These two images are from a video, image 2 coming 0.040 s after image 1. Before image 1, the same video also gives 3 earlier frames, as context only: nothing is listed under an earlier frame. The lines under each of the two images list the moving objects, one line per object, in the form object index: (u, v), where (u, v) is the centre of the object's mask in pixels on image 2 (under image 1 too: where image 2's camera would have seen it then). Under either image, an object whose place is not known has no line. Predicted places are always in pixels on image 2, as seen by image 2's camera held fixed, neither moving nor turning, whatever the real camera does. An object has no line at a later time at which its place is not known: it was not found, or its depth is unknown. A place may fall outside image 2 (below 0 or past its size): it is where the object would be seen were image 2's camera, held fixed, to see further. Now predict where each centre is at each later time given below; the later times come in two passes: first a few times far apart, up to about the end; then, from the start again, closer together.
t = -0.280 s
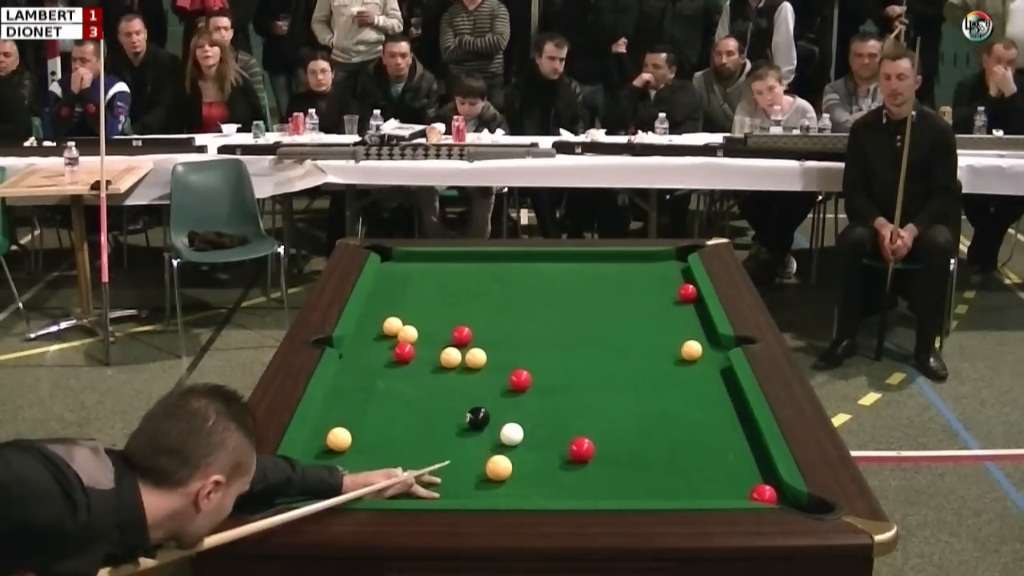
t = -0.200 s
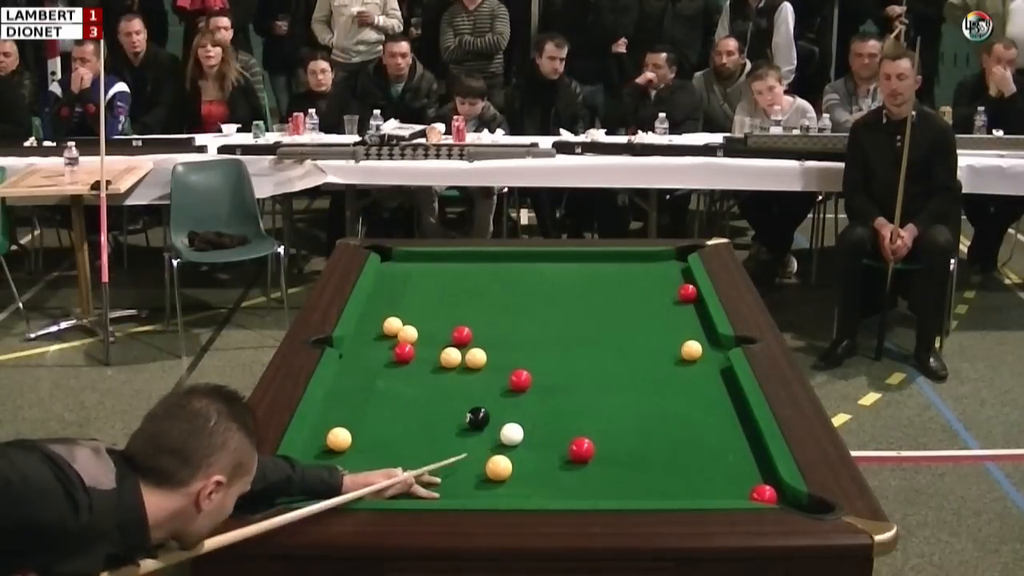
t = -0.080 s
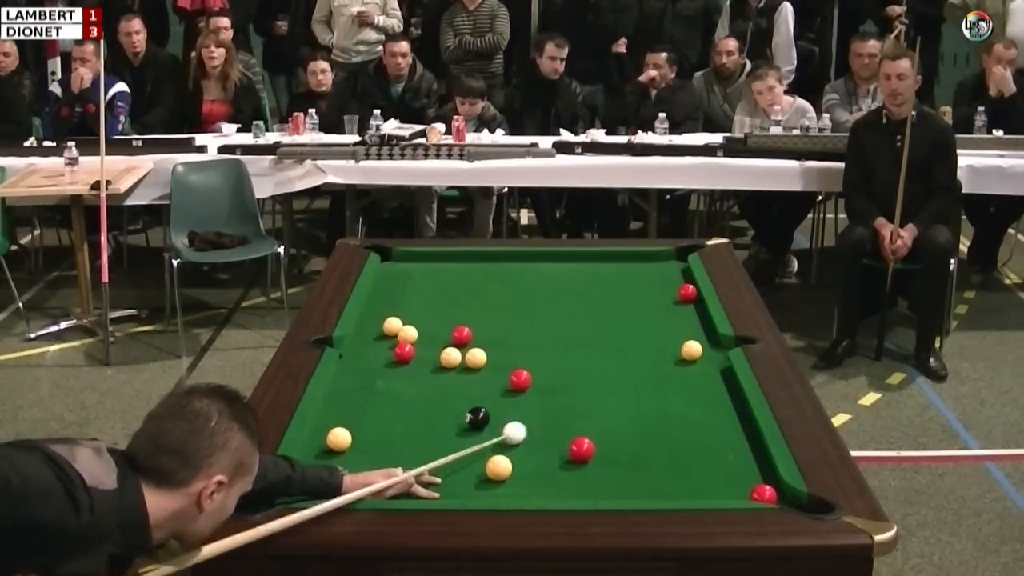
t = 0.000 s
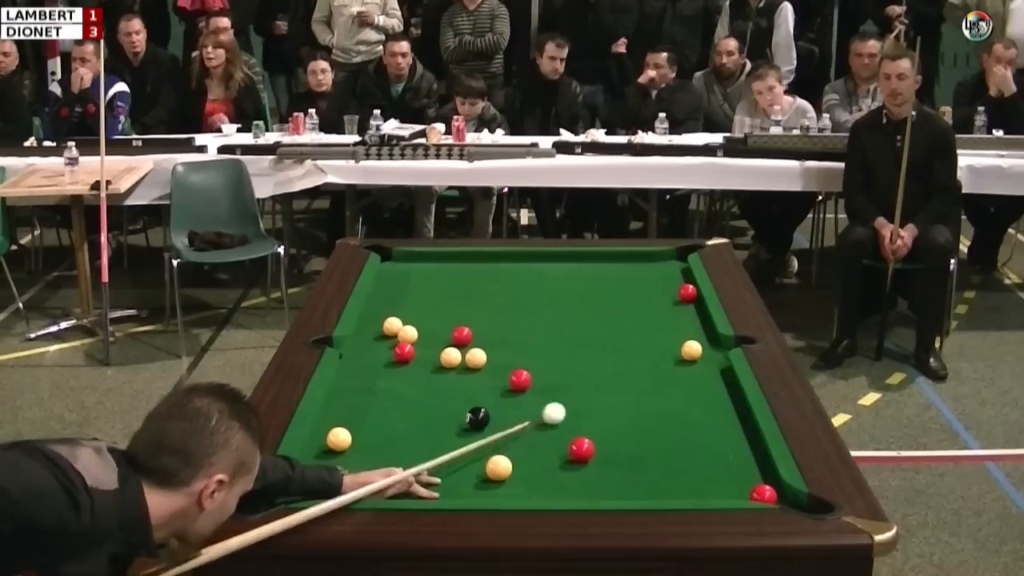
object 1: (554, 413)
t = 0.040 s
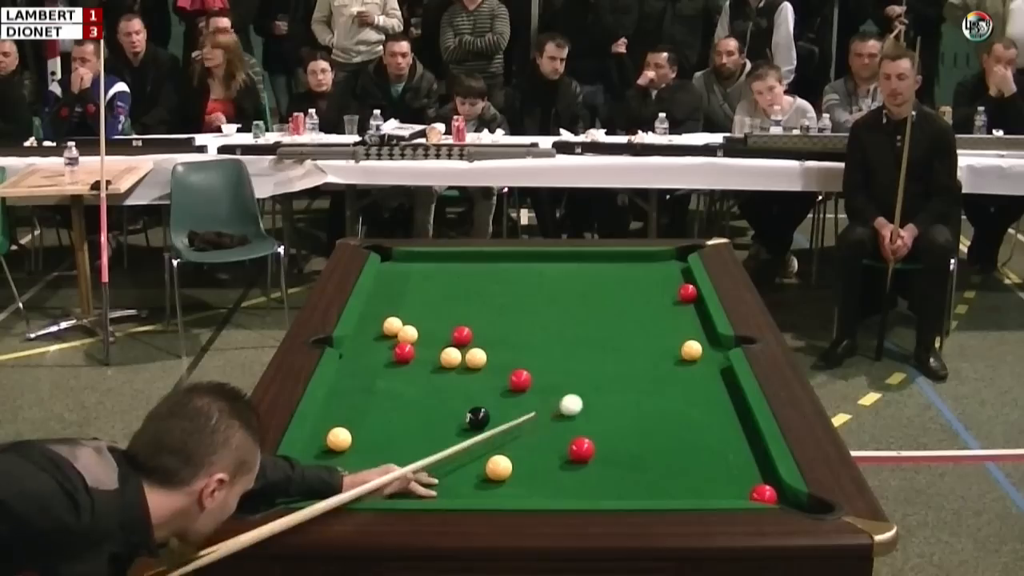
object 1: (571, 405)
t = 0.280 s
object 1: (648, 366)
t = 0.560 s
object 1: (658, 339)
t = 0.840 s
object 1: (645, 319)
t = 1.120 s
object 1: (634, 302)
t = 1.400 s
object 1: (624, 286)
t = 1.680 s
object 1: (616, 273)
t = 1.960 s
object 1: (609, 261)
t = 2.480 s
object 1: (601, 265)
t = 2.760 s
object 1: (598, 271)
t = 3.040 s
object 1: (595, 277)
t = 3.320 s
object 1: (592, 282)
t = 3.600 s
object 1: (590, 287)
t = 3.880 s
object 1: (588, 291)
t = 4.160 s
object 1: (586, 295)
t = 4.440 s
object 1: (584, 299)
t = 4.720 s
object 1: (581, 302)
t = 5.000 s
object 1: (579, 303)
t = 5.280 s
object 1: (578, 305)
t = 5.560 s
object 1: (577, 306)
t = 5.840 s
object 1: (577, 306)
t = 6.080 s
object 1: (577, 306)
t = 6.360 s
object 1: (577, 306)
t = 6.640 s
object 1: (577, 306)
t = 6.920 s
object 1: (577, 306)
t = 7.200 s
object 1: (577, 306)
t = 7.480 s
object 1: (577, 306)
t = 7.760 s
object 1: (577, 306)
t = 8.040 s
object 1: (577, 306)
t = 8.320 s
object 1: (577, 306)
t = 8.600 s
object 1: (577, 306)
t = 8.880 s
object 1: (577, 306)
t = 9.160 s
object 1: (577, 306)
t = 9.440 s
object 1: (577, 306)
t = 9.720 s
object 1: (577, 306)
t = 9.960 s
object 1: (577, 306)
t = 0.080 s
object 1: (586, 397)
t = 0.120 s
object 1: (600, 390)
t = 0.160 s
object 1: (614, 383)
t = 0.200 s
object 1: (625, 377)
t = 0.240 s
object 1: (637, 372)
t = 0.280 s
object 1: (648, 366)
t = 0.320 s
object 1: (658, 361)
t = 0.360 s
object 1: (669, 355)
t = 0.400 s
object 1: (670, 352)
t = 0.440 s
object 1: (666, 349)
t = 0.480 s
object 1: (662, 346)
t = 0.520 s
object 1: (660, 343)
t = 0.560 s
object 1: (658, 339)
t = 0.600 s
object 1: (656, 336)
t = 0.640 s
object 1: (654, 333)
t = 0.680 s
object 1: (652, 330)
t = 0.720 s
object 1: (650, 327)
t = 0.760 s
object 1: (648, 325)
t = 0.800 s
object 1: (647, 322)
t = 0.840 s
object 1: (645, 319)
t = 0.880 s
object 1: (643, 316)
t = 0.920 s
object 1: (642, 314)
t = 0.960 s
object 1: (640, 311)
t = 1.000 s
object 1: (638, 309)
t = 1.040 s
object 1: (637, 306)
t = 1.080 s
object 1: (635, 304)
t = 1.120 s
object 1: (634, 302)
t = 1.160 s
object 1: (632, 299)
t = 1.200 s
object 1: (631, 297)
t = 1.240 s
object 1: (629, 295)
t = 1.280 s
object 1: (628, 292)
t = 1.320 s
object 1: (626, 290)
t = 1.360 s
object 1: (625, 288)
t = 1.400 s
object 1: (624, 286)
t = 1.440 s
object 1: (623, 284)
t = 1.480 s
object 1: (621, 282)
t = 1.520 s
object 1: (620, 280)
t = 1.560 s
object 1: (619, 278)
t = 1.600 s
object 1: (618, 276)
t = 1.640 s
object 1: (617, 275)
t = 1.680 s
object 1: (616, 273)
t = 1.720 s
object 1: (615, 271)
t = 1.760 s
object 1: (614, 269)
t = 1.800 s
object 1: (612, 268)
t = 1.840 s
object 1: (612, 266)
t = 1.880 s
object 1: (611, 264)
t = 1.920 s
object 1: (610, 262)
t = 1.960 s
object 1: (609, 261)
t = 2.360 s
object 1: (602, 262)
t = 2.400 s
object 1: (602, 263)
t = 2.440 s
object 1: (601, 264)
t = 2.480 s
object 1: (601, 265)
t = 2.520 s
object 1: (600, 265)
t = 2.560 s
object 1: (600, 267)
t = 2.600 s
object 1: (599, 267)
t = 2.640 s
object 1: (599, 268)
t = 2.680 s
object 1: (598, 269)
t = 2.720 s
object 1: (598, 270)
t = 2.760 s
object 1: (598, 271)
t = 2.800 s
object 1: (597, 272)
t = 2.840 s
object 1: (597, 272)
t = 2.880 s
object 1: (596, 273)
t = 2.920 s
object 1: (596, 274)
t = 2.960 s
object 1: (596, 275)
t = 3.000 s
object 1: (595, 276)
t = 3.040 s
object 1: (595, 277)
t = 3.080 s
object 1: (595, 278)
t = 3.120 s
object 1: (594, 278)
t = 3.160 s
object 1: (594, 279)
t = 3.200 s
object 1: (593, 280)
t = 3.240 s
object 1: (593, 281)
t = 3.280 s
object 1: (593, 281)
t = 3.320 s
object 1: (592, 282)
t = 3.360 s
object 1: (592, 283)
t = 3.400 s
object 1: (592, 284)
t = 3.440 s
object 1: (591, 284)
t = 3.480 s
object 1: (591, 285)
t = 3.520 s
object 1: (591, 286)
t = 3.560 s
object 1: (590, 287)
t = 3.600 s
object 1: (590, 287)
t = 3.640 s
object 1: (590, 288)
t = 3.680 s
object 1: (589, 288)
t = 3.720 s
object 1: (589, 289)
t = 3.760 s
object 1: (589, 290)
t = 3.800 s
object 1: (589, 290)
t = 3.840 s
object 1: (588, 291)
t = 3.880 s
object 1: (588, 291)
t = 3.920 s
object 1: (588, 292)
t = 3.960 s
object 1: (587, 293)
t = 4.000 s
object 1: (587, 293)
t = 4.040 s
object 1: (587, 294)
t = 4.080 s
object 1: (586, 294)
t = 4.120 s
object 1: (586, 295)
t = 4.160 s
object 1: (586, 295)
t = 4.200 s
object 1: (585, 296)
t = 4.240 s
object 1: (585, 296)
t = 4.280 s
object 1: (585, 297)
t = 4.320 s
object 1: (585, 297)
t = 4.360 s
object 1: (584, 298)
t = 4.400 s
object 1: (584, 298)
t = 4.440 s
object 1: (584, 299)
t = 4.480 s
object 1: (583, 299)
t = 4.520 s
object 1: (583, 300)
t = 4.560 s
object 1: (583, 300)
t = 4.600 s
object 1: (582, 300)
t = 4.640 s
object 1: (582, 301)
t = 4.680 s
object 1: (582, 301)
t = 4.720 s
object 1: (581, 302)
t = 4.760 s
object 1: (581, 302)
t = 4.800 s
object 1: (581, 302)
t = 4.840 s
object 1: (581, 303)
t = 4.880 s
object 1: (580, 303)
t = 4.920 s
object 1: (580, 303)
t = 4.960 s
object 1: (579, 303)
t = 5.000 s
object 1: (579, 303)
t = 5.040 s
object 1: (579, 304)
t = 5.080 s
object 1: (579, 304)
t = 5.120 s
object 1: (579, 304)
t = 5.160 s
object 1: (578, 304)
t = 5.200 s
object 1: (578, 305)
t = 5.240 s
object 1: (578, 305)
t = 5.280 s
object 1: (578, 305)
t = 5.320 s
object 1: (578, 305)
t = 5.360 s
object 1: (577, 305)
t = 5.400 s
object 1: (577, 306)
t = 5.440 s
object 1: (577, 306)
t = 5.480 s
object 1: (577, 306)
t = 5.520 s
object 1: (577, 306)
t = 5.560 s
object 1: (577, 306)
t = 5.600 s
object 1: (577, 306)
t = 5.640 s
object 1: (577, 306)
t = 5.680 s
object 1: (577, 306)
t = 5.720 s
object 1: (577, 306)
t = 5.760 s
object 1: (577, 306)
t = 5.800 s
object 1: (577, 306)
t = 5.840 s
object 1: (577, 306)
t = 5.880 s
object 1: (577, 306)
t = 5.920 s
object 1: (577, 306)
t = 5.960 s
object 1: (577, 306)
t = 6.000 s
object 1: (577, 306)
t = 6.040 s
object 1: (577, 306)
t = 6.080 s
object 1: (577, 306)
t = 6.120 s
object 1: (577, 306)
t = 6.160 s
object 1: (577, 306)
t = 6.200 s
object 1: (577, 306)
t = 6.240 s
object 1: (577, 306)
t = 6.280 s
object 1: (577, 306)
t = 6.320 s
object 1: (577, 306)
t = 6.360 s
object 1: (577, 306)
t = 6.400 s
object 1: (577, 306)
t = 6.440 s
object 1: (577, 306)
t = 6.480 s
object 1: (577, 306)
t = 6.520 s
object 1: (577, 306)
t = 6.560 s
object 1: (577, 307)
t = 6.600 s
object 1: (577, 307)
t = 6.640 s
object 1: (577, 306)
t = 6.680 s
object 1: (577, 306)
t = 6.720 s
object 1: (577, 306)
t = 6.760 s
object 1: (577, 307)
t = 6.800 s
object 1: (577, 307)
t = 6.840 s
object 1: (577, 307)
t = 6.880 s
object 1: (577, 307)
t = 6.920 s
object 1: (577, 306)
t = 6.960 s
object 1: (577, 307)
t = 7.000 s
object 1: (577, 307)
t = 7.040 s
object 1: (577, 306)
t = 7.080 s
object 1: (577, 307)
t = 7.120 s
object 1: (577, 307)
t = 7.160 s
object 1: (577, 306)
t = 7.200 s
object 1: (577, 306)
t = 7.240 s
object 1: (577, 306)
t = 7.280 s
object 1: (577, 306)
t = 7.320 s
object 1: (577, 306)
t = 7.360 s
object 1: (577, 306)
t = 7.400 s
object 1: (577, 306)
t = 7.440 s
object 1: (577, 306)
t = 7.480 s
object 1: (577, 306)
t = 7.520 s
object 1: (577, 306)
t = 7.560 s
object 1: (577, 306)
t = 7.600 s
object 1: (577, 306)
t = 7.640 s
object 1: (577, 306)
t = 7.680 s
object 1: (577, 306)
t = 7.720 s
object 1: (577, 306)
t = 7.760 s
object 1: (577, 306)
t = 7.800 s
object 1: (577, 306)
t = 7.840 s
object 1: (577, 307)
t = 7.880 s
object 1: (577, 306)
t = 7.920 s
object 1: (577, 306)
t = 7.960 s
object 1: (577, 306)
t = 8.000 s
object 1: (577, 306)
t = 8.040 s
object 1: (577, 306)
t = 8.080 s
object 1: (577, 307)
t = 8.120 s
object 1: (577, 306)
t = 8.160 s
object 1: (577, 306)
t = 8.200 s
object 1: (577, 306)
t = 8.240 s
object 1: (577, 306)
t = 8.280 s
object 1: (577, 306)
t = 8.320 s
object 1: (577, 306)
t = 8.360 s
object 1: (577, 306)
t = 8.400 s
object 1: (577, 307)
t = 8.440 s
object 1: (577, 306)
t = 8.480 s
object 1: (577, 307)
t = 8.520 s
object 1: (577, 306)
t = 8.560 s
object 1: (577, 306)
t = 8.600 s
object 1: (577, 306)
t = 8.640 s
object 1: (577, 306)
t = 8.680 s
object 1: (577, 306)
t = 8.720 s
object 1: (577, 306)
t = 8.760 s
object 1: (577, 306)
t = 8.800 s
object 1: (577, 306)
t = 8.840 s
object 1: (577, 306)
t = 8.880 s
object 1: (577, 306)
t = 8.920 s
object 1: (577, 306)
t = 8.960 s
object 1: (577, 306)
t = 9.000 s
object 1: (577, 306)
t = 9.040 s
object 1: (577, 306)
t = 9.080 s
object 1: (577, 306)
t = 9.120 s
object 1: (577, 306)
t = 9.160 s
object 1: (577, 306)
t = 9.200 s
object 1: (577, 306)
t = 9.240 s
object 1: (577, 306)
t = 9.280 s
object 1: (577, 306)
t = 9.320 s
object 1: (577, 306)
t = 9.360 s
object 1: (577, 306)
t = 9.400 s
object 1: (577, 306)
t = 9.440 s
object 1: (577, 306)
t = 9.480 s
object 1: (577, 306)
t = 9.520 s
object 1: (577, 306)
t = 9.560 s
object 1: (577, 306)
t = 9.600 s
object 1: (577, 306)
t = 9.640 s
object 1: (577, 306)
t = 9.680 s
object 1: (577, 306)
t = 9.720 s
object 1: (577, 306)
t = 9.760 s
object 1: (577, 306)
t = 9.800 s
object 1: (577, 306)
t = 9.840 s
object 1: (577, 306)
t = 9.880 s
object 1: (577, 306)
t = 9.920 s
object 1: (577, 306)
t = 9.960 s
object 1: (577, 306)
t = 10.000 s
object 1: (577, 306)
